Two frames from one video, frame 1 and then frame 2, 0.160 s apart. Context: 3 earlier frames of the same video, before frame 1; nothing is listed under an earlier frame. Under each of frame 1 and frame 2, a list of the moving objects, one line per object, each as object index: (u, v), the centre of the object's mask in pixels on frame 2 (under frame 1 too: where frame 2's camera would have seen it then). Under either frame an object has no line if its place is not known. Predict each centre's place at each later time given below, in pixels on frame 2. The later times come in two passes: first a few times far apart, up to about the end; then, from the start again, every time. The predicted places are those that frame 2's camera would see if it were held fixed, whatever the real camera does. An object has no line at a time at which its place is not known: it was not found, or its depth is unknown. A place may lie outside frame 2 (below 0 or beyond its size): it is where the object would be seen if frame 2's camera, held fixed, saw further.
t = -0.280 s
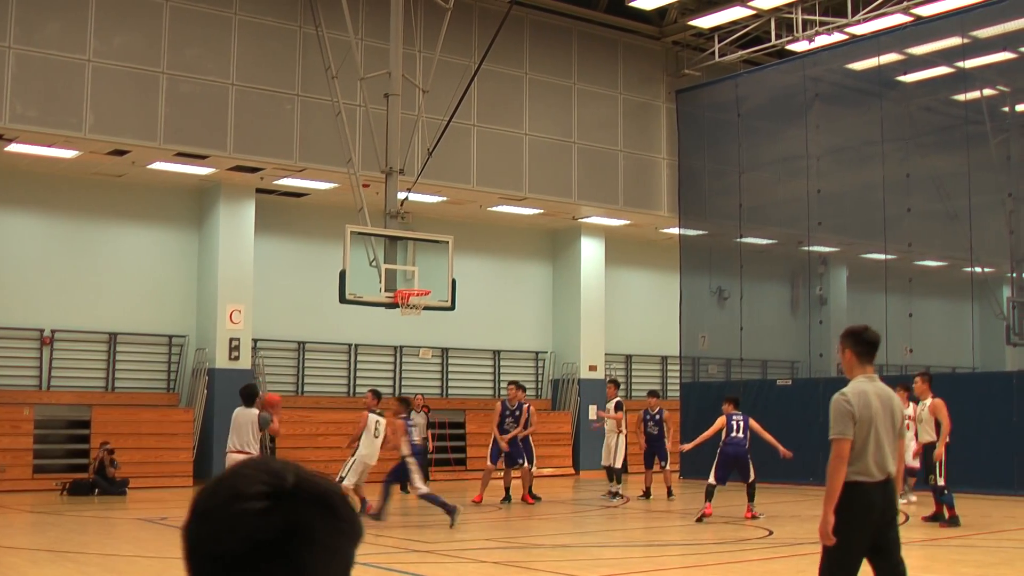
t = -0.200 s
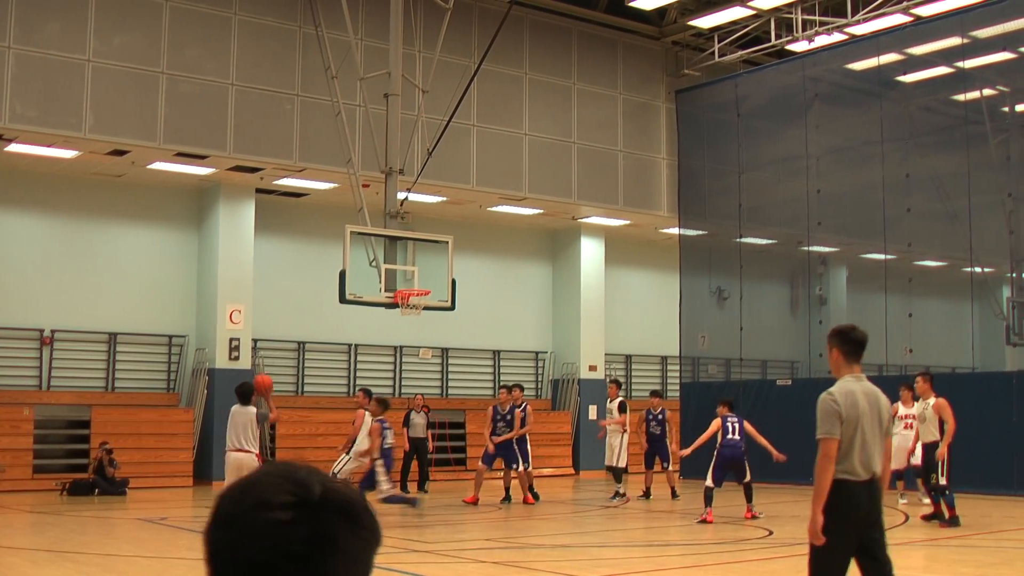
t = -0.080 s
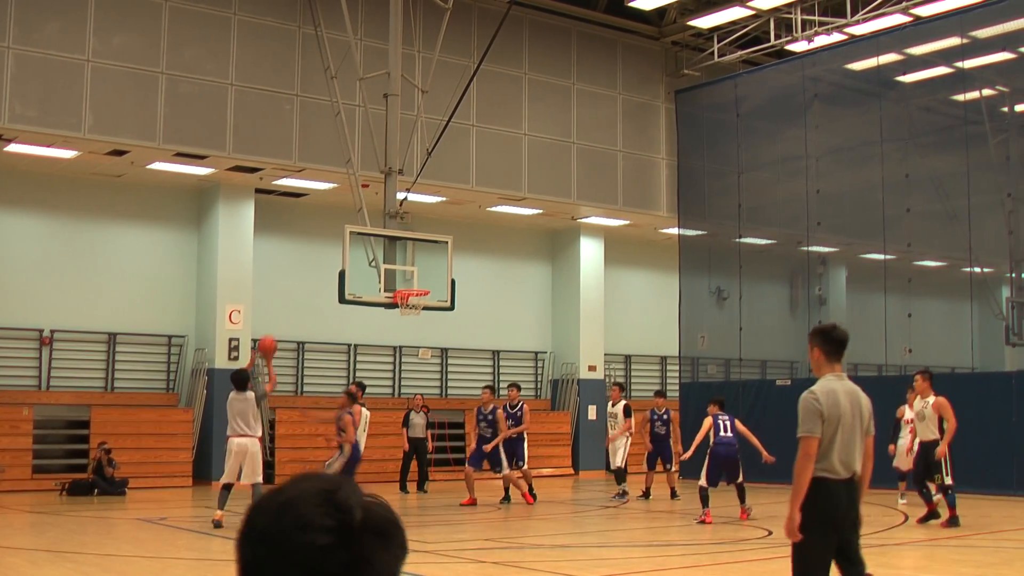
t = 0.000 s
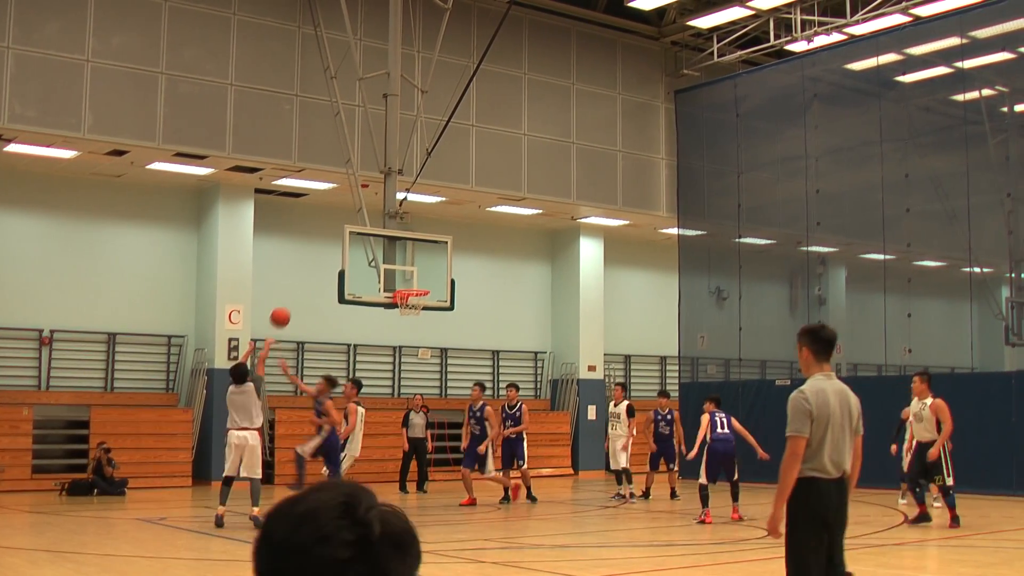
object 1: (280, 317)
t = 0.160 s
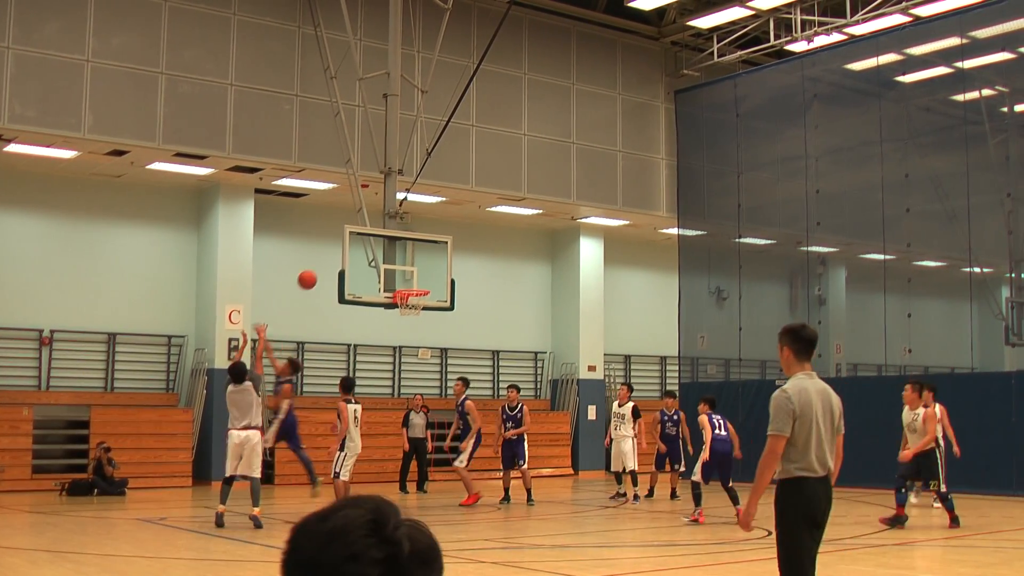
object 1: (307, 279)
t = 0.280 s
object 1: (325, 265)
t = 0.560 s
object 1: (362, 275)
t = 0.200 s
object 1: (314, 273)
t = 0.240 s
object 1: (320, 269)
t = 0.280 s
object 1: (325, 265)
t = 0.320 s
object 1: (331, 263)
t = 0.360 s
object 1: (337, 263)
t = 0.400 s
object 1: (342, 263)
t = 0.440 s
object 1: (347, 264)
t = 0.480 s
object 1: (352, 267)
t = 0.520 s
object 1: (358, 270)
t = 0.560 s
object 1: (362, 275)
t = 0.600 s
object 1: (367, 281)
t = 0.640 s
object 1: (372, 287)
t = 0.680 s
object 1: (377, 294)
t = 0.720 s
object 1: (384, 299)
